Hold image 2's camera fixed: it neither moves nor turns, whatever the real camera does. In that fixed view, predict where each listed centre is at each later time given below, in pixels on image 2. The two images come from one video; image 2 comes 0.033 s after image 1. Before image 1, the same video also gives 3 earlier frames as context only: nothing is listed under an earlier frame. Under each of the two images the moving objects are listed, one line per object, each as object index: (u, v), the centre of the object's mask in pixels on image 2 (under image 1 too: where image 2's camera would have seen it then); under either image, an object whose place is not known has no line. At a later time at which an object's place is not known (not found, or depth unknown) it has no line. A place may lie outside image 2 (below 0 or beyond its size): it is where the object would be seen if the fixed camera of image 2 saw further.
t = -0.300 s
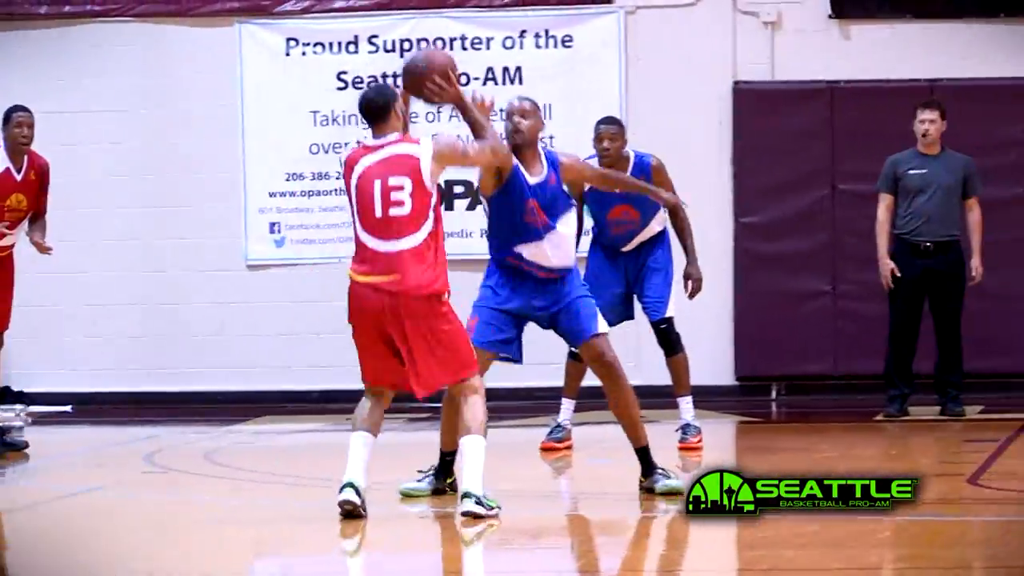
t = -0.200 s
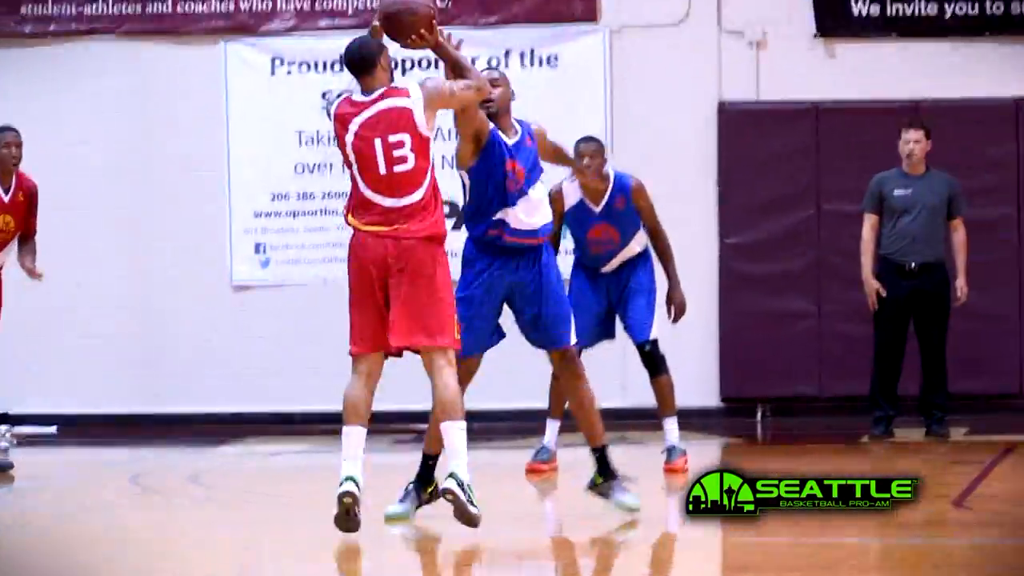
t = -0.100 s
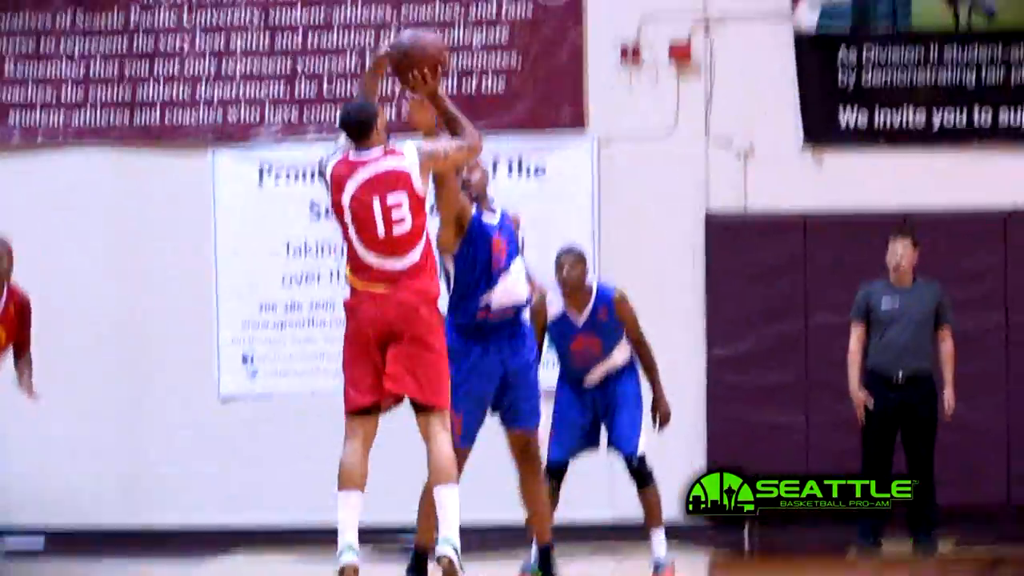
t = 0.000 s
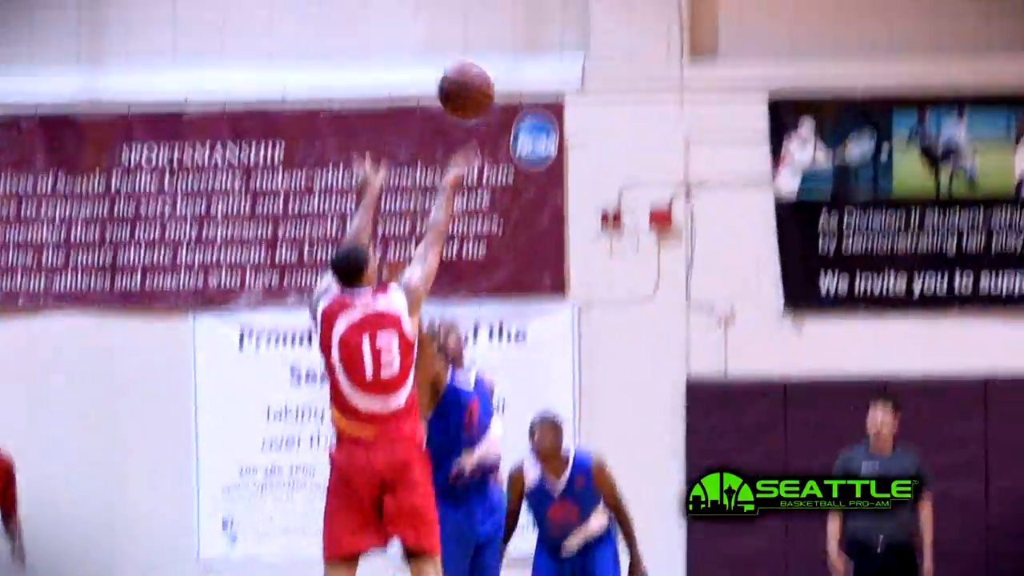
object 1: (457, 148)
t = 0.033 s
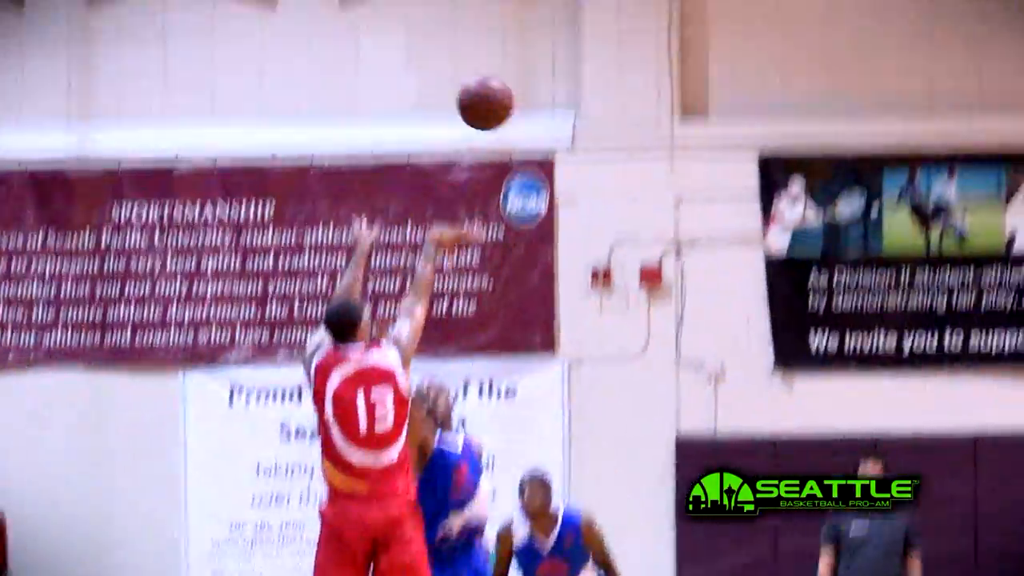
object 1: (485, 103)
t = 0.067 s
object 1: (514, 61)
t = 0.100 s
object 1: (542, 25)
